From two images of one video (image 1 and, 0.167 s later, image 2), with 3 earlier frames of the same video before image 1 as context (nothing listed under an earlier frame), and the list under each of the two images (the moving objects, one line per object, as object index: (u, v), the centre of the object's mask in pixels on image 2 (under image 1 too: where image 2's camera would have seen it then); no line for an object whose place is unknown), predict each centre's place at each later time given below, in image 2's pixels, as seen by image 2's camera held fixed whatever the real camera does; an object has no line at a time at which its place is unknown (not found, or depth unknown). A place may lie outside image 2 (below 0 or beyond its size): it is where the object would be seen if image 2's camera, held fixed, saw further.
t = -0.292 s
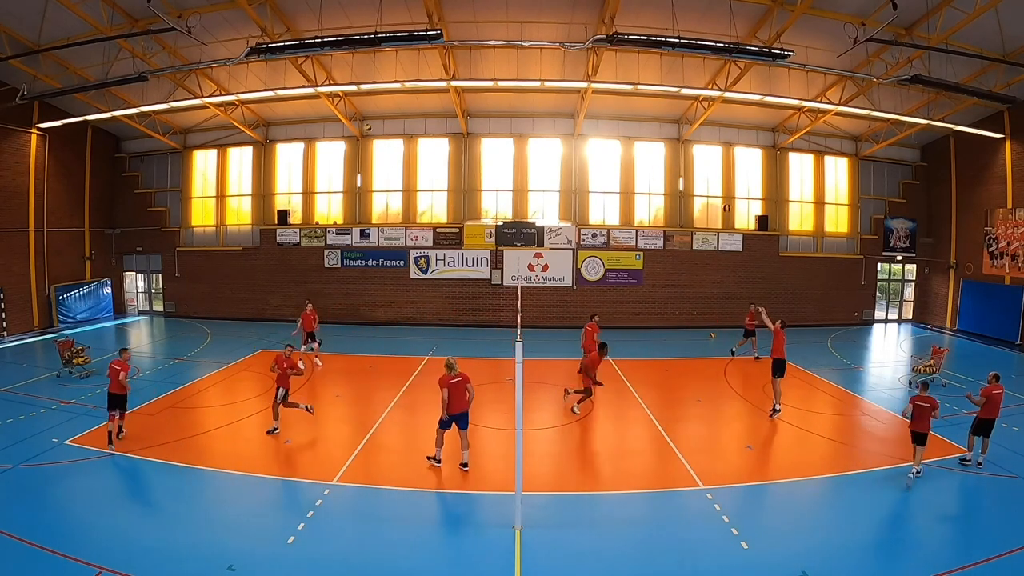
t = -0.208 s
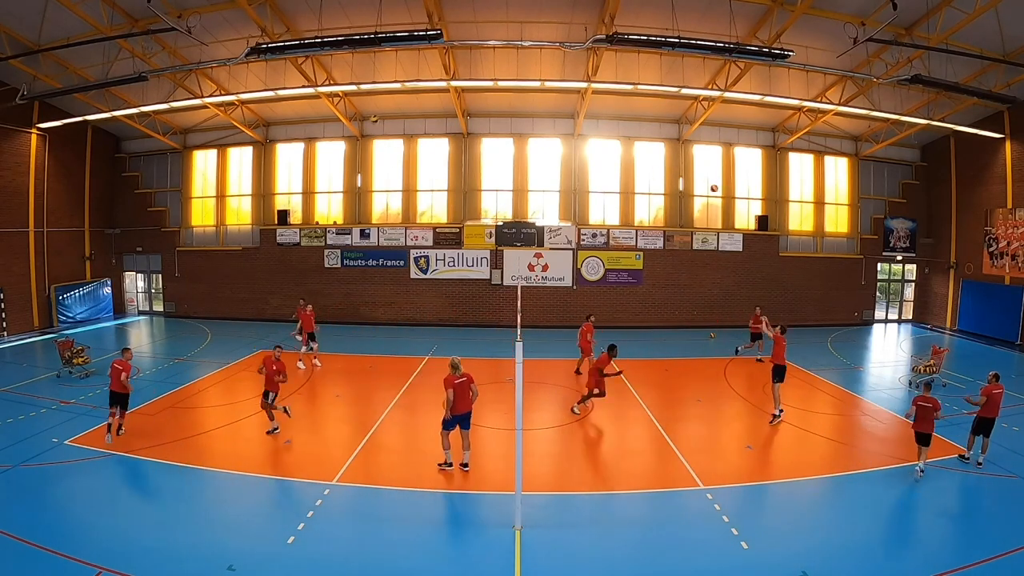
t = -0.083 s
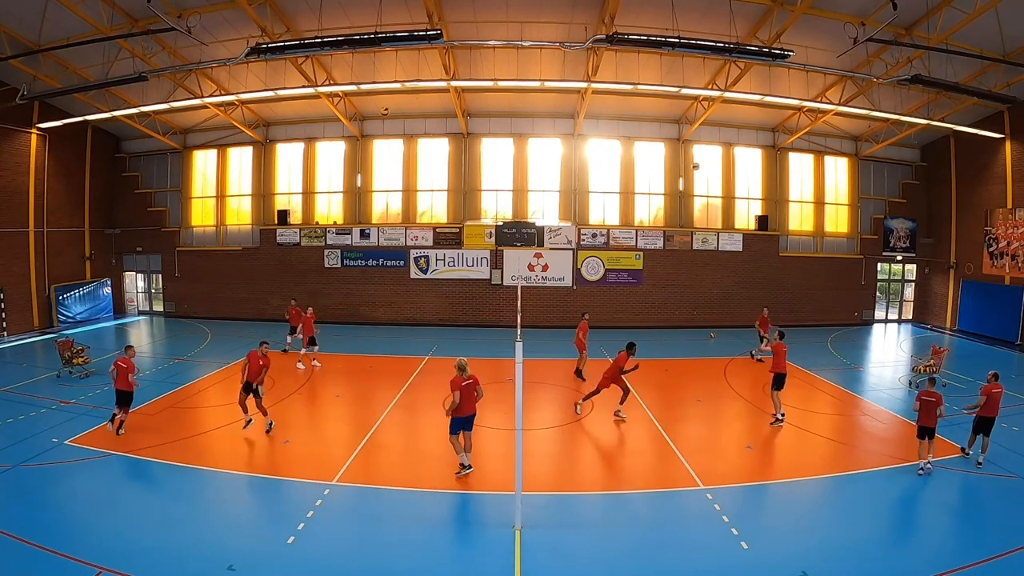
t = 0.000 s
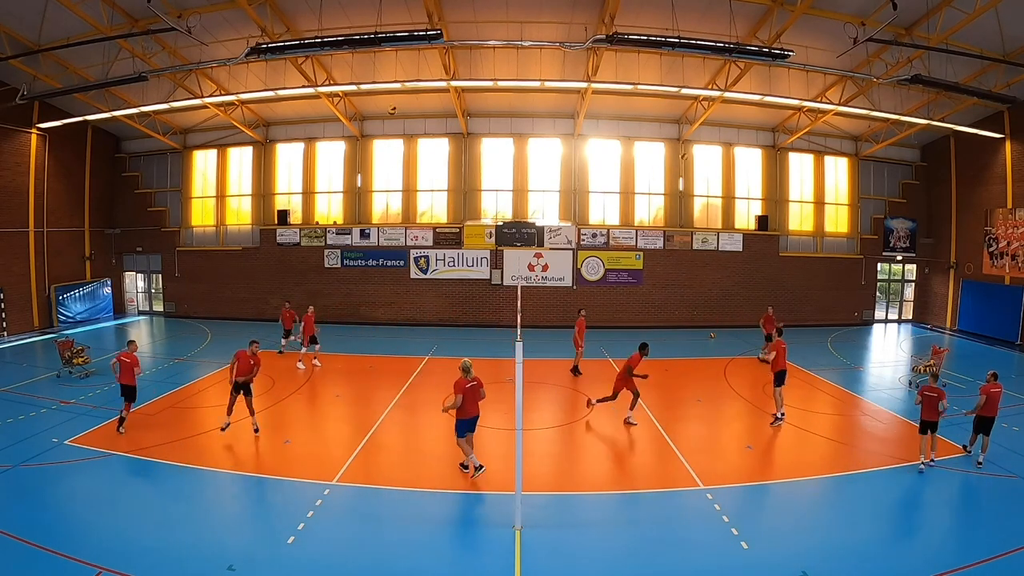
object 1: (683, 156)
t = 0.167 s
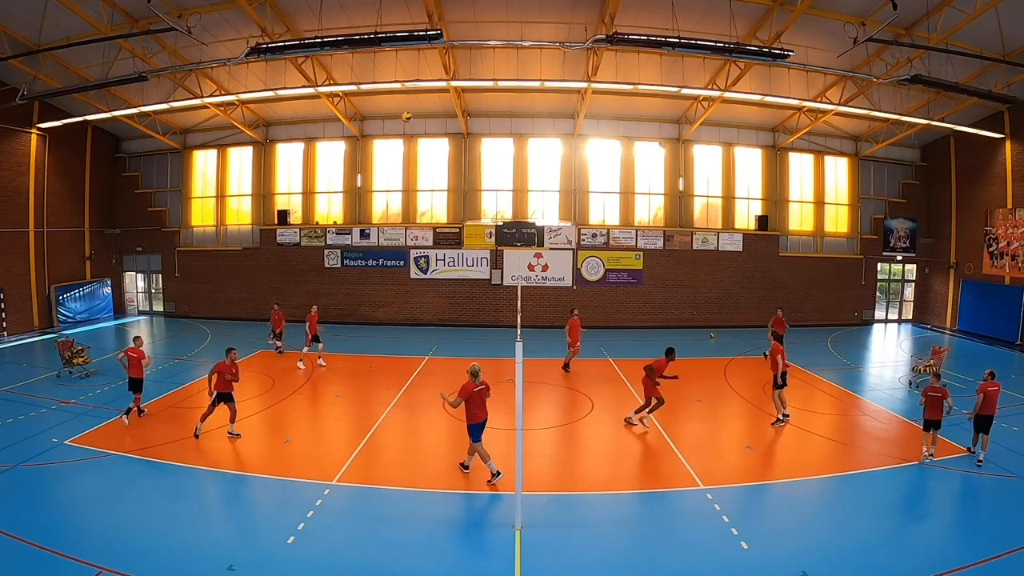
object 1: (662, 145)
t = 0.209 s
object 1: (656, 144)
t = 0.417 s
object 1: (629, 151)
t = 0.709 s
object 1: (600, 183)
